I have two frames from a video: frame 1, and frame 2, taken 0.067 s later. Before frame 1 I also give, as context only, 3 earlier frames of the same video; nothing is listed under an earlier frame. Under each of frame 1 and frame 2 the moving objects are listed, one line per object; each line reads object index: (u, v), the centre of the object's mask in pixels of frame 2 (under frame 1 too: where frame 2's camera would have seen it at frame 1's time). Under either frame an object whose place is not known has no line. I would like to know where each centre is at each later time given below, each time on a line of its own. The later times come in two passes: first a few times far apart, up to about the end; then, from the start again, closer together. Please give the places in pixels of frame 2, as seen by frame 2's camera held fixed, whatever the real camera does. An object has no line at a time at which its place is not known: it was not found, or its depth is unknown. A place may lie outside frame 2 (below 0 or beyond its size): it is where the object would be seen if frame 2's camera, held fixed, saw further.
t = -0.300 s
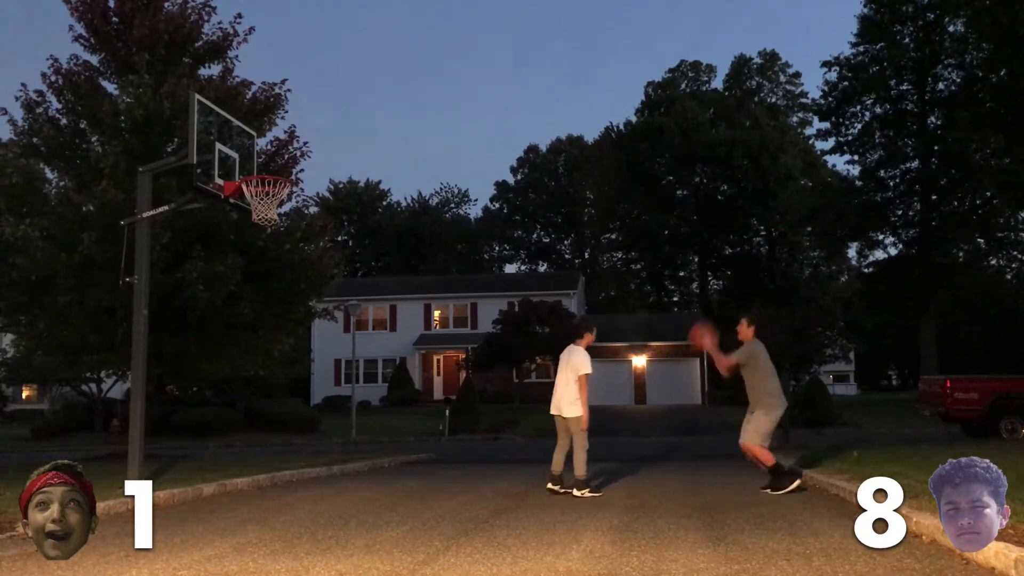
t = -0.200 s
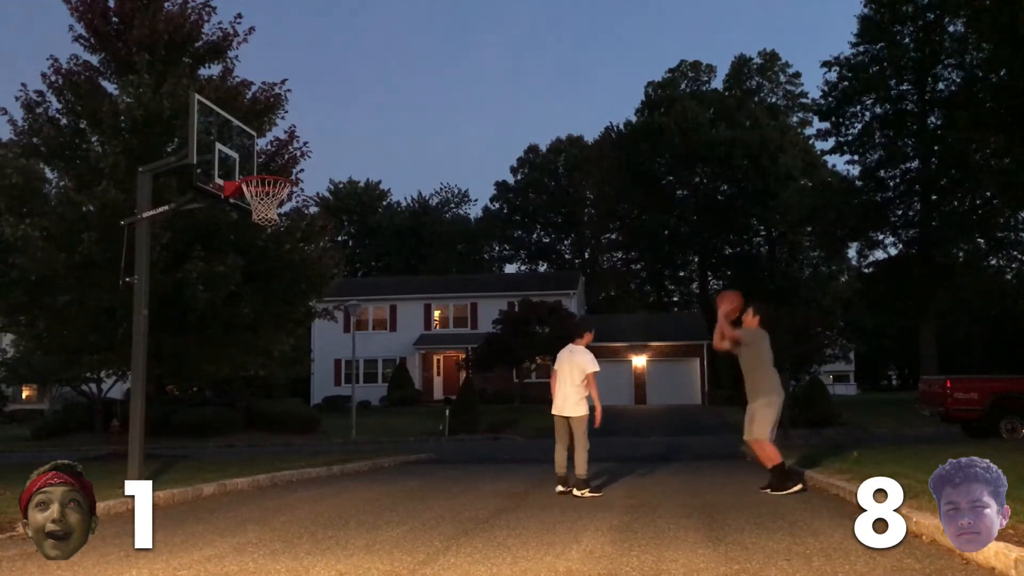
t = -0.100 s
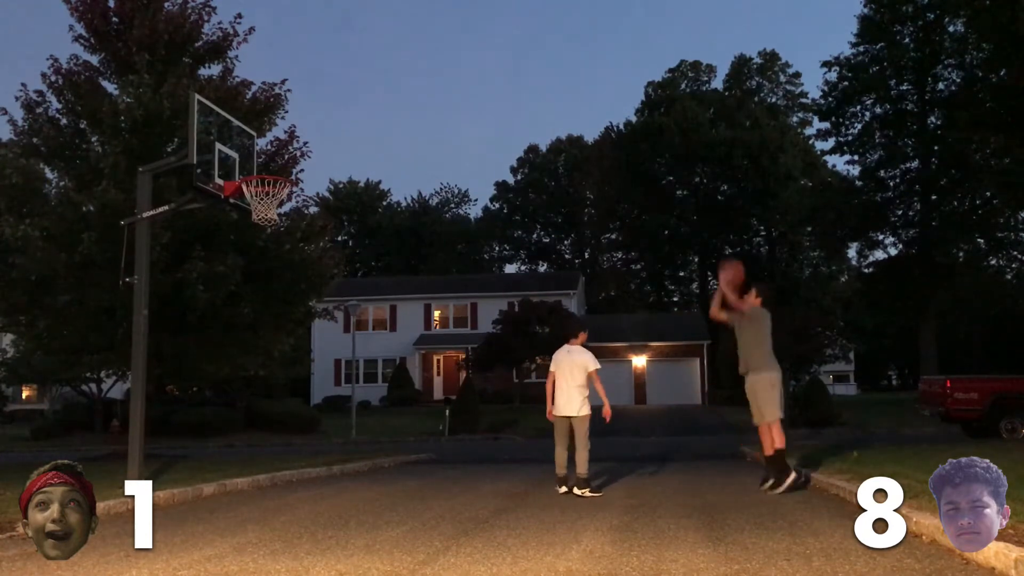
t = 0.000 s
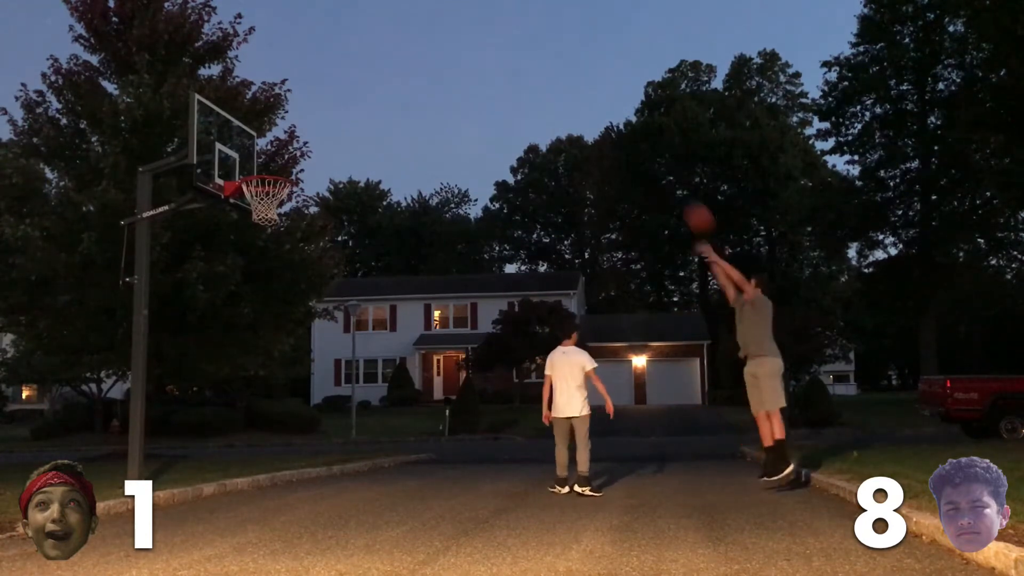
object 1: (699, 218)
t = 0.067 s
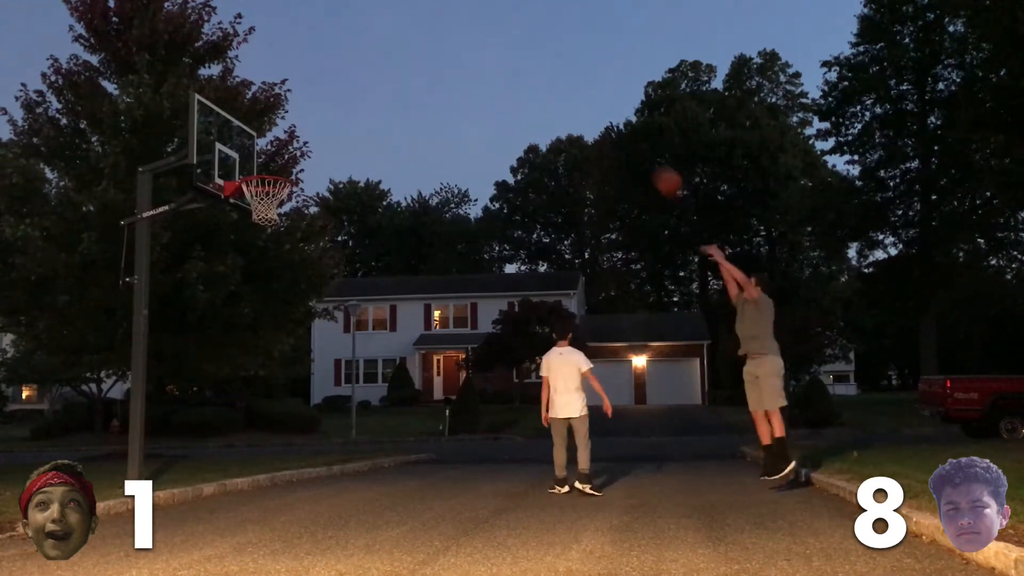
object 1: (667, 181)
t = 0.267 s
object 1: (578, 102)
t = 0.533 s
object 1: (466, 60)
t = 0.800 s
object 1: (356, 89)
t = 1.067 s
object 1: (256, 190)
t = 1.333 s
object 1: (289, 221)
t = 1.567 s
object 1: (309, 268)
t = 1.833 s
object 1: (332, 393)
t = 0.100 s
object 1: (652, 166)
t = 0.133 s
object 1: (637, 152)
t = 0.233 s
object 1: (593, 112)
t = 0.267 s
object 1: (578, 102)
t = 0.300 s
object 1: (564, 93)
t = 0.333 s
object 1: (550, 85)
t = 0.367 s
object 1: (535, 78)
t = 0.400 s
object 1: (521, 72)
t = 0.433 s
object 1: (507, 68)
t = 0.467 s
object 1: (493, 64)
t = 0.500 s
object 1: (480, 62)
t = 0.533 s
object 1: (466, 60)
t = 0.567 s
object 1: (452, 60)
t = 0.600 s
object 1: (439, 61)
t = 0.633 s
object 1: (425, 63)
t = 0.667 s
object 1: (411, 66)
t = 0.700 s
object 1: (397, 70)
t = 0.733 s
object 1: (384, 75)
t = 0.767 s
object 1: (370, 82)
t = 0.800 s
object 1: (356, 89)
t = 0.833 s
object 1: (343, 98)
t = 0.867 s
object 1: (330, 107)
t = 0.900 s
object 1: (316, 118)
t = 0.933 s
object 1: (302, 130)
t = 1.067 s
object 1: (256, 190)
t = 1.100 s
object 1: (259, 198)
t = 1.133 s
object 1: (265, 220)
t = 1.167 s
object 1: (269, 220)
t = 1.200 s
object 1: (274, 221)
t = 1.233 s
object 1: (276, 221)
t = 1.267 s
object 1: (282, 221)
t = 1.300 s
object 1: (286, 220)
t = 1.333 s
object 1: (289, 221)
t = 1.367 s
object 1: (291, 224)
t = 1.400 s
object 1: (294, 228)
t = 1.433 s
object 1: (297, 234)
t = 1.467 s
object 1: (301, 240)
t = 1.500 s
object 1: (303, 248)
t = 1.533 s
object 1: (306, 257)
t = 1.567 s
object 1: (309, 268)
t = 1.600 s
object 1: (312, 278)
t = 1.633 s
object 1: (315, 290)
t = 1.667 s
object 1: (319, 303)
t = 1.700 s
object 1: (321, 319)
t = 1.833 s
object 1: (332, 393)
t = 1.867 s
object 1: (335, 413)
